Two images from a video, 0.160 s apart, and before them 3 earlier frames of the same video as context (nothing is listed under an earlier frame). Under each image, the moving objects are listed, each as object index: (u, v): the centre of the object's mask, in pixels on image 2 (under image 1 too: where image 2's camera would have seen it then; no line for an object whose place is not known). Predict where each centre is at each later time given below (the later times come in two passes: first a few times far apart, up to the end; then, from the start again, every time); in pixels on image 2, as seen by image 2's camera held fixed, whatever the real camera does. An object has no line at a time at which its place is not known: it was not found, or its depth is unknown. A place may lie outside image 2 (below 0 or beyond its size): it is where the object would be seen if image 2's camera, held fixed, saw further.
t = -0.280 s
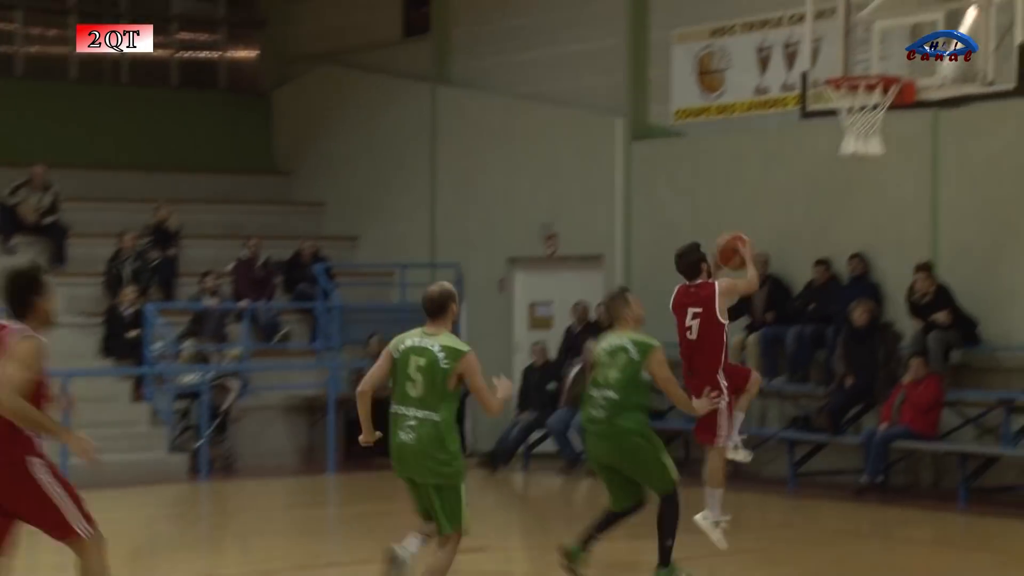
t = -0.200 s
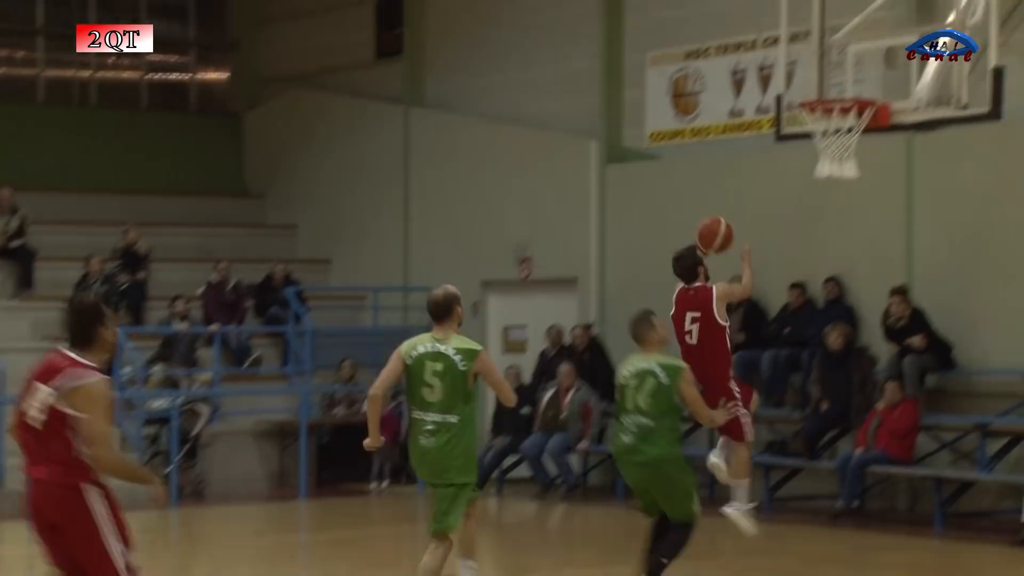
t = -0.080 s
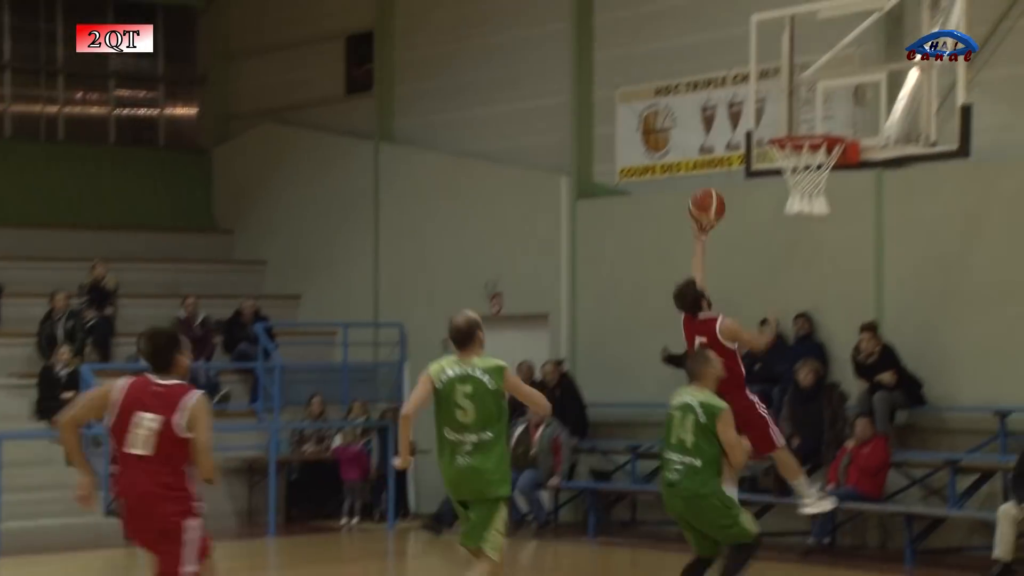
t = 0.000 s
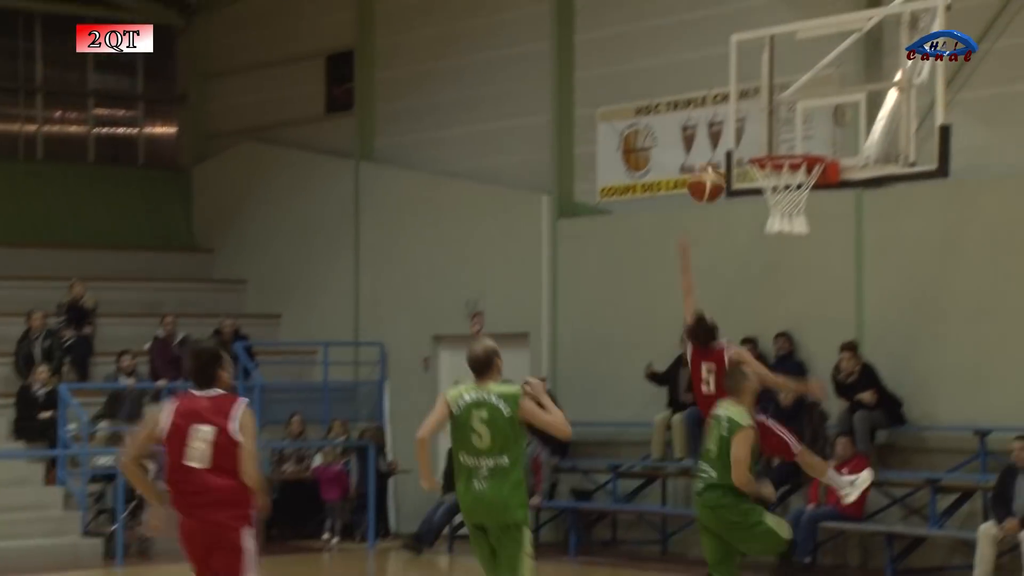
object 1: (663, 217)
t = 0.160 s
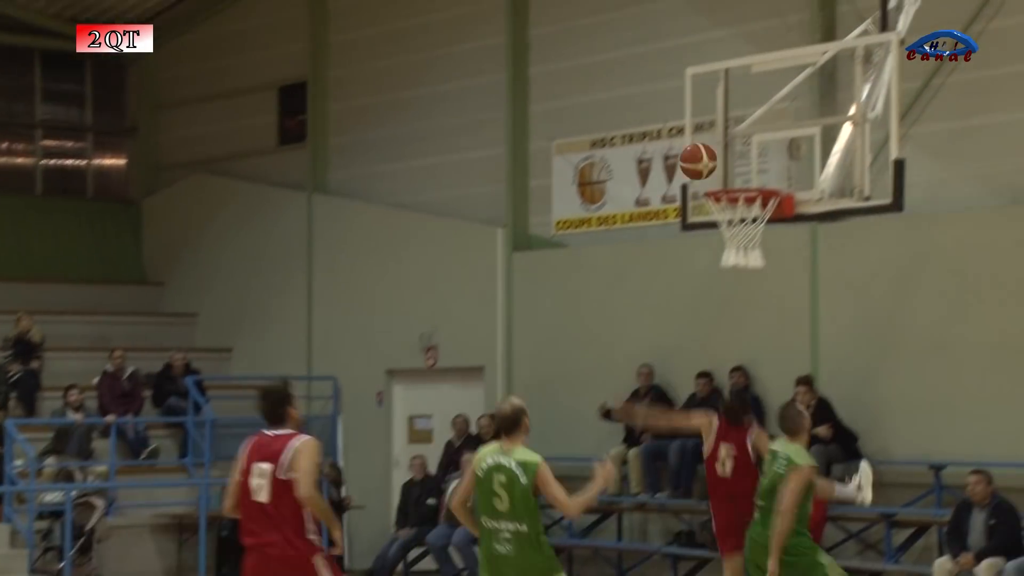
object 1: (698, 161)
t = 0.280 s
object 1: (725, 144)
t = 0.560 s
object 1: (720, 174)
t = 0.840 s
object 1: (722, 191)
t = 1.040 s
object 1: (742, 233)
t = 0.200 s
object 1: (707, 153)
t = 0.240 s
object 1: (716, 149)
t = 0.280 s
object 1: (725, 144)
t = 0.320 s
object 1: (730, 143)
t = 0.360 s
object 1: (728, 142)
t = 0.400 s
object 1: (726, 143)
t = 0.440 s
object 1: (724, 147)
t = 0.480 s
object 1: (723, 154)
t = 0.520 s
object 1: (721, 163)
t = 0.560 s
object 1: (720, 174)
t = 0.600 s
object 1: (720, 176)
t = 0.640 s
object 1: (720, 173)
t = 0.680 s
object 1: (720, 171)
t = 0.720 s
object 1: (720, 172)
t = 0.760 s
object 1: (721, 175)
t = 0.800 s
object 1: (721, 179)
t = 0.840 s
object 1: (722, 191)
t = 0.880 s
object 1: (726, 195)
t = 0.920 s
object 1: (731, 206)
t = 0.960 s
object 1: (736, 216)
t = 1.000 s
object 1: (739, 228)
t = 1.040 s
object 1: (742, 233)
